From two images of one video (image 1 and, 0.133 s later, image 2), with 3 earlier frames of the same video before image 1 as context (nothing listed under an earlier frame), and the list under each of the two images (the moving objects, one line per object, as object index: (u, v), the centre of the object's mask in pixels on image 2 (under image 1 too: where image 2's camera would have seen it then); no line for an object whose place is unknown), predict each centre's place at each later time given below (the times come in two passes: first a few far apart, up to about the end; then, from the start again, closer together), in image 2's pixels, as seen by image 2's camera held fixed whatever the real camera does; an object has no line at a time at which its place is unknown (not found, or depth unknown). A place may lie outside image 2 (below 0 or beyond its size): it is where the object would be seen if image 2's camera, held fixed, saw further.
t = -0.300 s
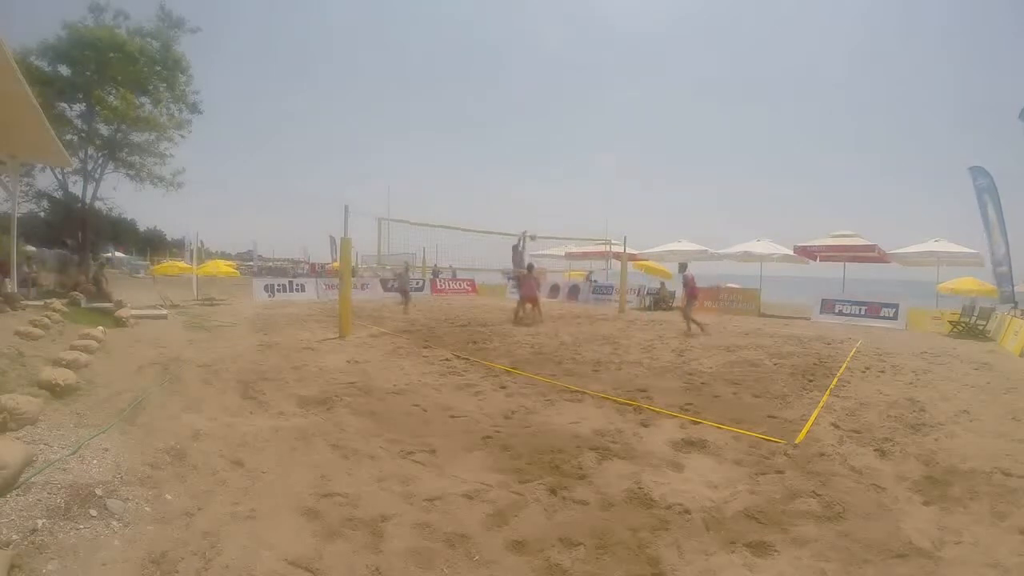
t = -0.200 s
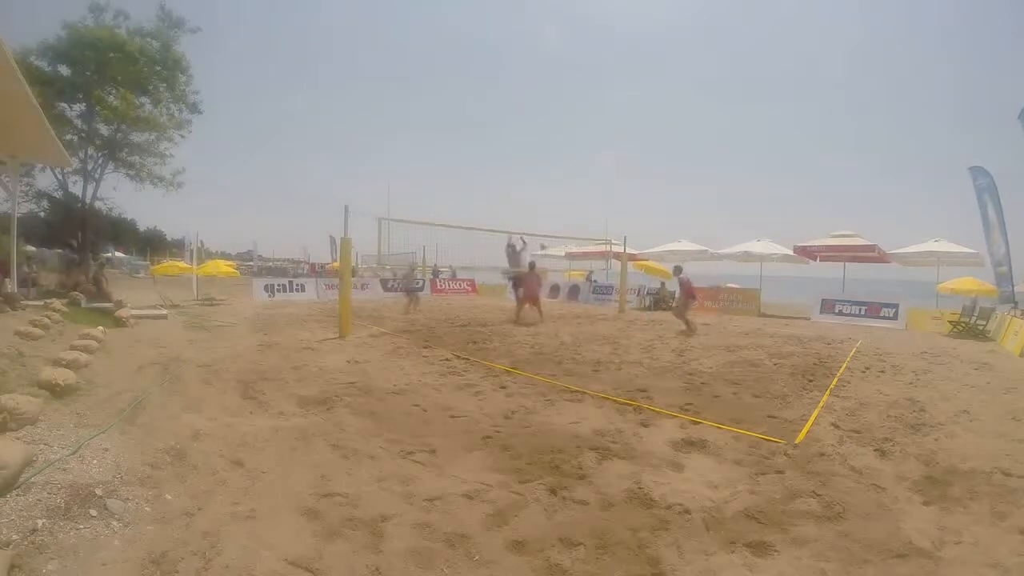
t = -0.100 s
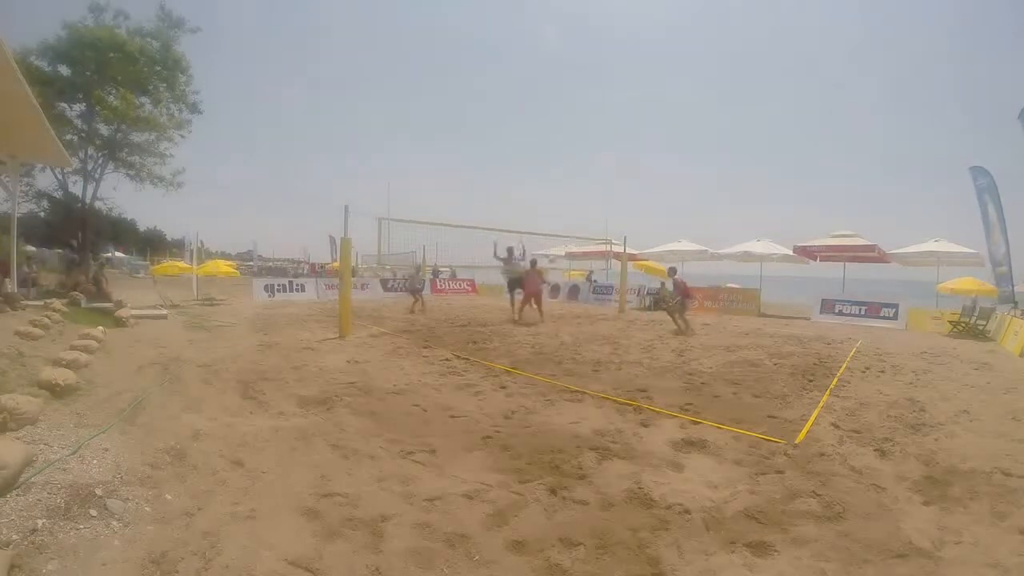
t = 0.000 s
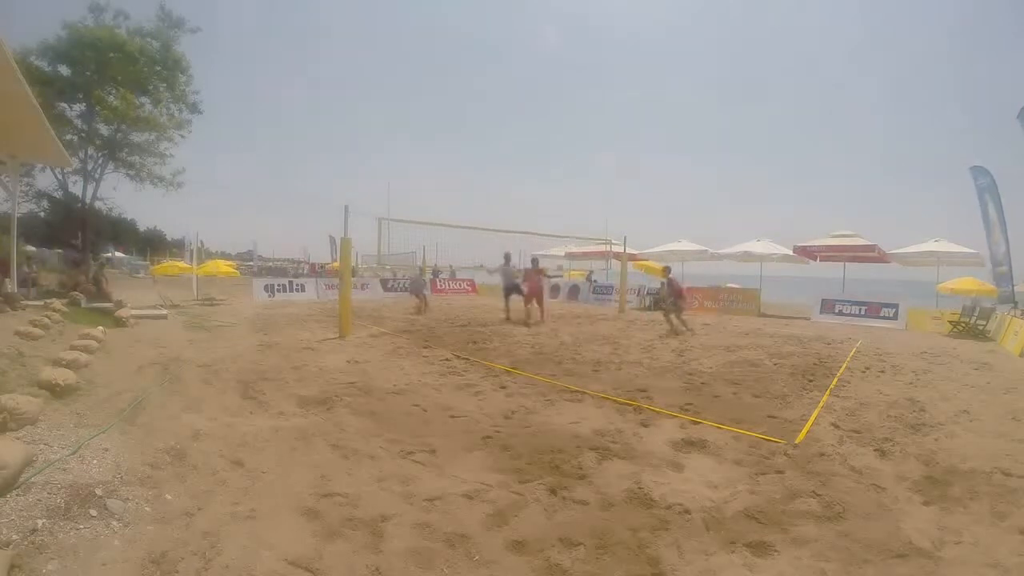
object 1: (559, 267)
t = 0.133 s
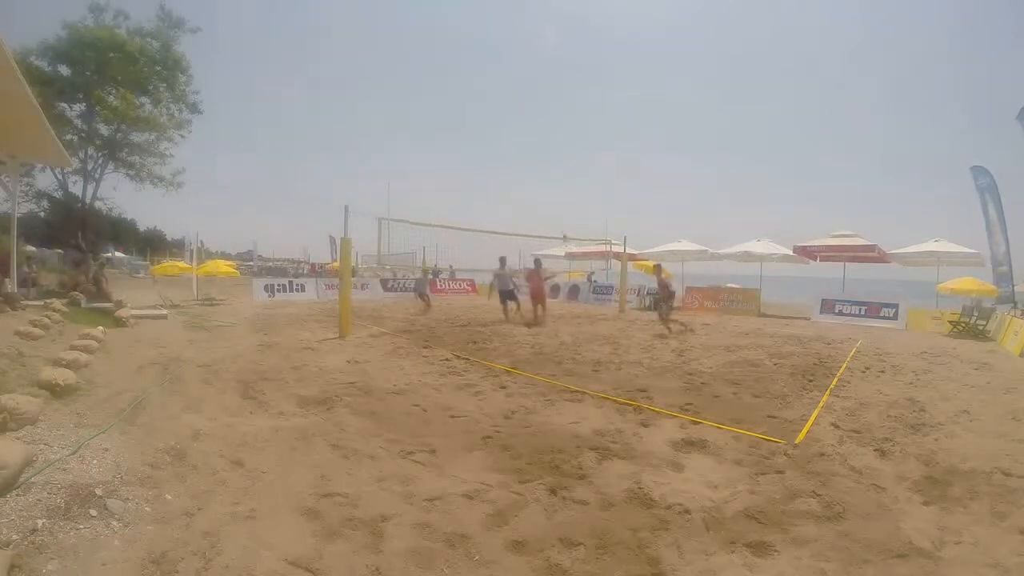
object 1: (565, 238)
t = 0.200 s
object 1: (568, 225)
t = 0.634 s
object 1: (584, 179)
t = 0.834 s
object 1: (592, 187)
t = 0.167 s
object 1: (567, 231)
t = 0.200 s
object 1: (568, 225)
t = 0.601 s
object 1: (583, 179)
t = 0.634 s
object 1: (584, 179)
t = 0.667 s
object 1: (585, 179)
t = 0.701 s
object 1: (587, 179)
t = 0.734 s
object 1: (588, 180)
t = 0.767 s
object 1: (590, 182)
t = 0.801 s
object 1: (591, 184)
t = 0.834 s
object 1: (592, 187)
